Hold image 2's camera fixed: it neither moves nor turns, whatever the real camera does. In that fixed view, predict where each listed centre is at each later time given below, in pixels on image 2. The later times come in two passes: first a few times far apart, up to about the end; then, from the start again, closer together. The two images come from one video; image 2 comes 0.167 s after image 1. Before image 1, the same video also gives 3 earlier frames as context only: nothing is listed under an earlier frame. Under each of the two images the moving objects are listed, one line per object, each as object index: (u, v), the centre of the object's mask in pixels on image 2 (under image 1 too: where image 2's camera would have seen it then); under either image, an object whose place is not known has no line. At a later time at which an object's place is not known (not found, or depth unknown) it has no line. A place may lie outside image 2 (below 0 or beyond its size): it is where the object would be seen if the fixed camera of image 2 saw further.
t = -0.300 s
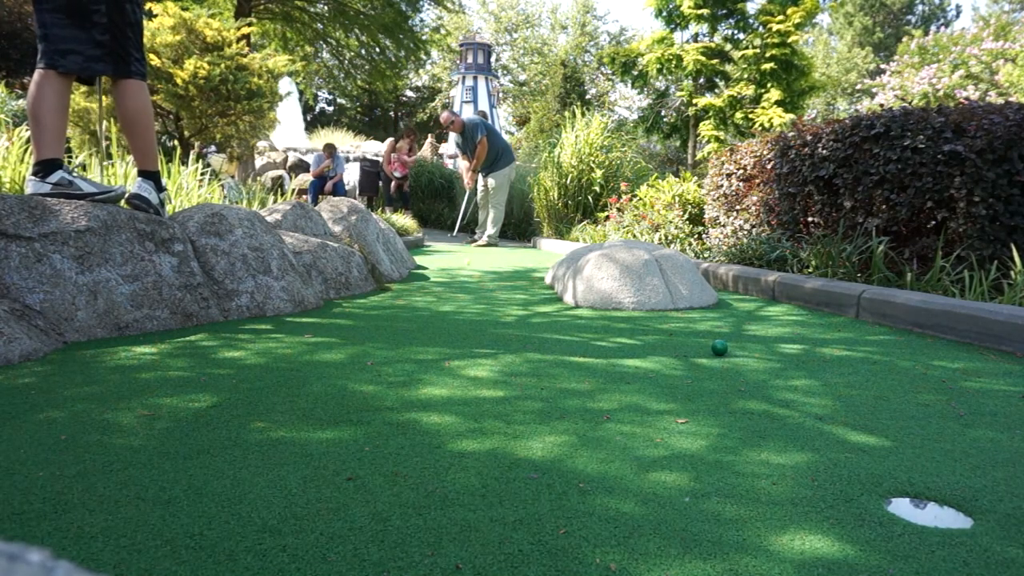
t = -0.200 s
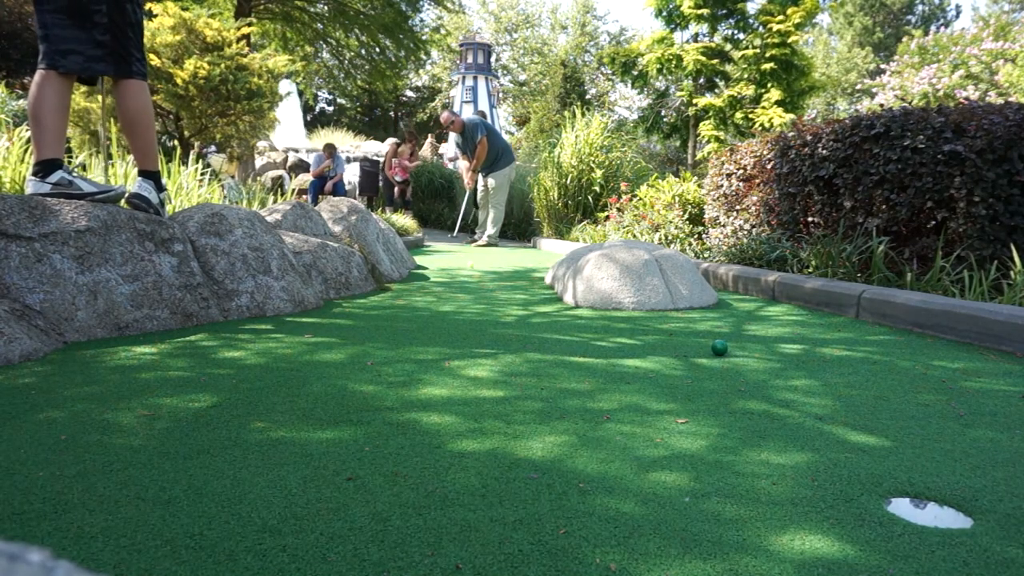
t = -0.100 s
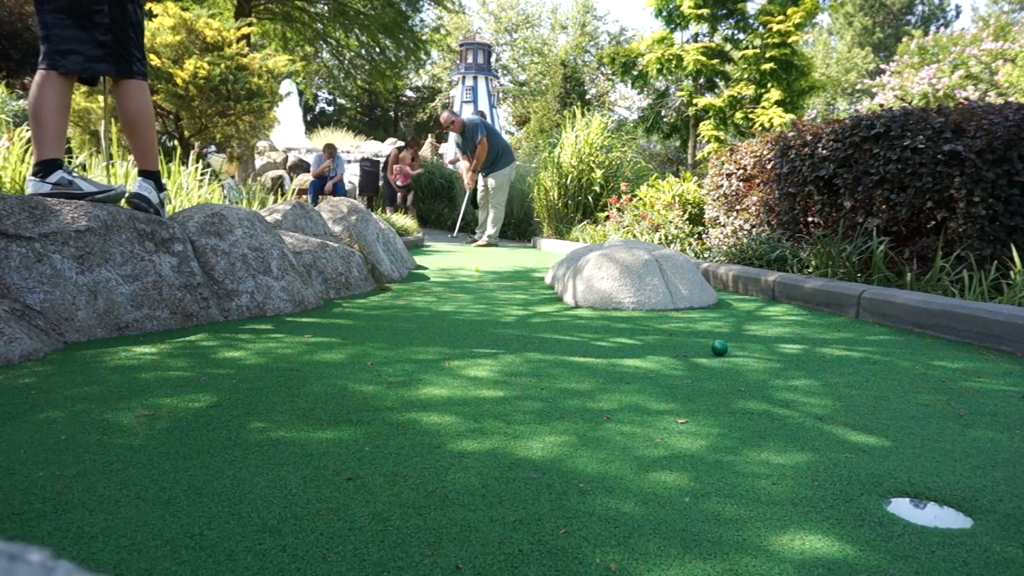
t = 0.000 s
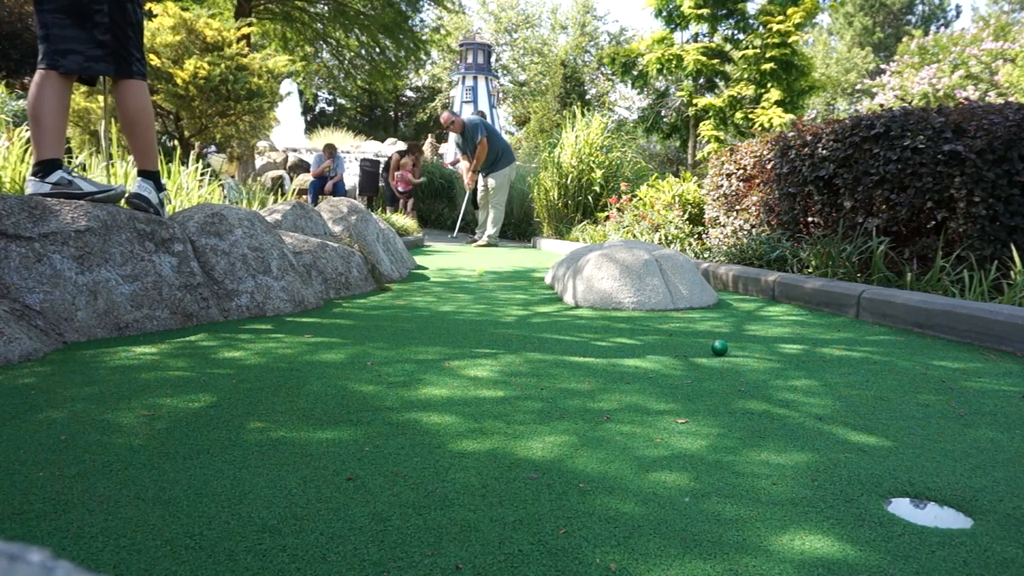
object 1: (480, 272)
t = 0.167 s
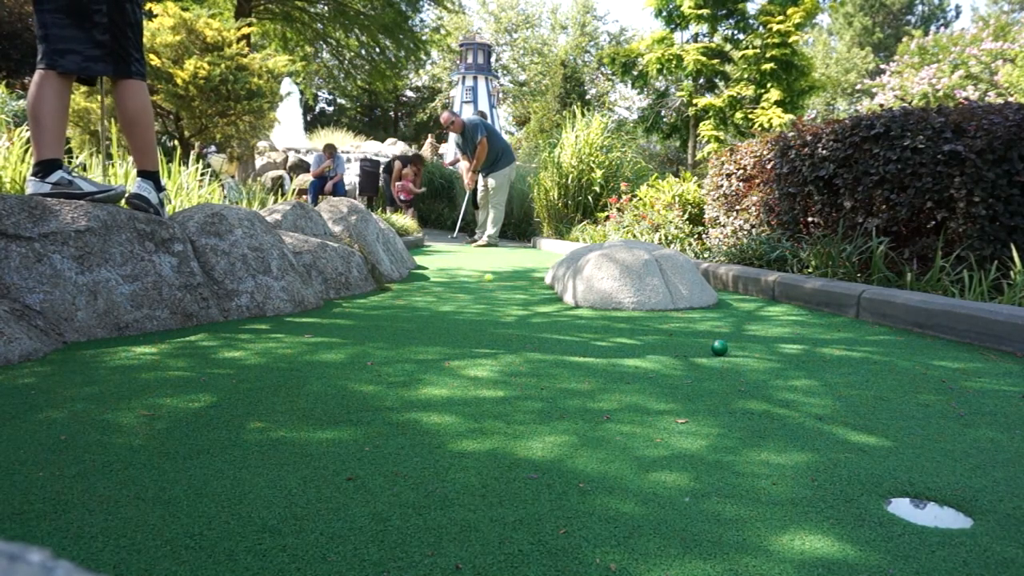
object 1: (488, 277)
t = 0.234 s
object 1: (492, 279)
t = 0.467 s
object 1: (507, 290)
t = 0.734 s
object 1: (530, 304)
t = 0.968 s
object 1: (556, 321)
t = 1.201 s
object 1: (592, 343)
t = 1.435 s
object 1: (644, 375)
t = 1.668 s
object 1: (721, 422)
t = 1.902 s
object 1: (847, 496)
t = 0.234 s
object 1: (492, 279)
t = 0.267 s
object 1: (494, 281)
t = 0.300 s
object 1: (496, 282)
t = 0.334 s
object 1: (498, 284)
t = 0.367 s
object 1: (500, 285)
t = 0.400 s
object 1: (503, 287)
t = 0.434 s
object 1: (505, 289)
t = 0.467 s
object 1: (507, 290)
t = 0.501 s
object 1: (510, 292)
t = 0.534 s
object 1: (512, 293)
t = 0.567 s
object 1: (516, 295)
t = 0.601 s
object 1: (518, 297)
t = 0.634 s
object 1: (521, 299)
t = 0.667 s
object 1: (524, 301)
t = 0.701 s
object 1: (527, 302)
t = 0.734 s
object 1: (530, 304)
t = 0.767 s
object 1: (533, 306)
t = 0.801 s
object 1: (537, 309)
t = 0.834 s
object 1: (541, 311)
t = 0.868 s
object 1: (544, 314)
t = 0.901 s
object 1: (548, 316)
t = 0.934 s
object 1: (552, 318)
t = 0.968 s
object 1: (556, 321)
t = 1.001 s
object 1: (561, 324)
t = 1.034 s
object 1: (566, 326)
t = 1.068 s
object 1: (570, 330)
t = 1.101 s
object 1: (576, 332)
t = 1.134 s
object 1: (581, 336)
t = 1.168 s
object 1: (586, 340)
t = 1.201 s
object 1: (592, 343)
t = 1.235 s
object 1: (599, 347)
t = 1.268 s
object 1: (605, 352)
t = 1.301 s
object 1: (612, 356)
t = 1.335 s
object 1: (619, 359)
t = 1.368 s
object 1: (627, 365)
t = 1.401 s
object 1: (635, 371)
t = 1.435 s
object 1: (644, 375)
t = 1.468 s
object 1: (653, 381)
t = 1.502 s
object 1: (662, 387)
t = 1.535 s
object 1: (672, 393)
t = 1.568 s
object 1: (683, 400)
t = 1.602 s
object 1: (695, 407)
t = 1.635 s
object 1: (707, 414)
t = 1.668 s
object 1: (721, 422)
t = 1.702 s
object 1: (735, 430)
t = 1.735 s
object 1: (749, 440)
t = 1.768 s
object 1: (766, 449)
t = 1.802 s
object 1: (784, 459)
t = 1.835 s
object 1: (803, 471)
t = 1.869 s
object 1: (824, 482)
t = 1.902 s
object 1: (847, 496)
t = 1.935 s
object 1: (871, 511)
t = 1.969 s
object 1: (898, 527)
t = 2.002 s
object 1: (928, 546)
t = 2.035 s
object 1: (959, 561)
